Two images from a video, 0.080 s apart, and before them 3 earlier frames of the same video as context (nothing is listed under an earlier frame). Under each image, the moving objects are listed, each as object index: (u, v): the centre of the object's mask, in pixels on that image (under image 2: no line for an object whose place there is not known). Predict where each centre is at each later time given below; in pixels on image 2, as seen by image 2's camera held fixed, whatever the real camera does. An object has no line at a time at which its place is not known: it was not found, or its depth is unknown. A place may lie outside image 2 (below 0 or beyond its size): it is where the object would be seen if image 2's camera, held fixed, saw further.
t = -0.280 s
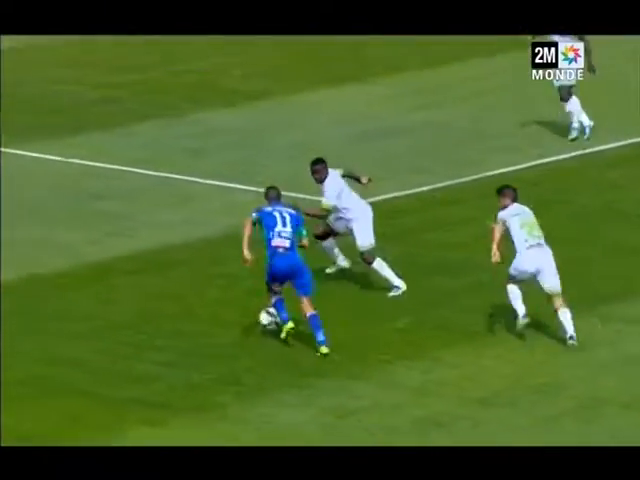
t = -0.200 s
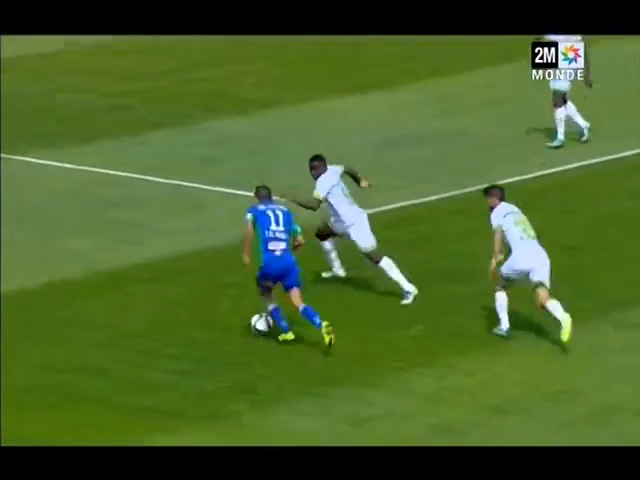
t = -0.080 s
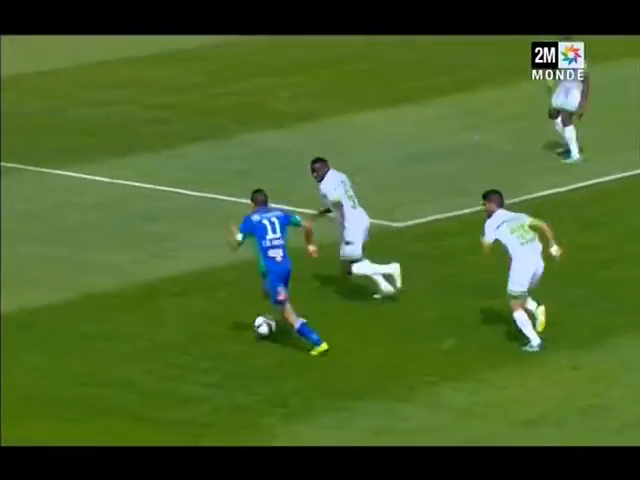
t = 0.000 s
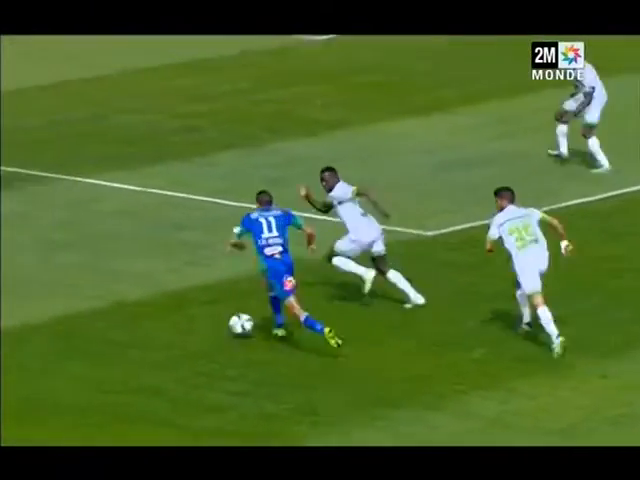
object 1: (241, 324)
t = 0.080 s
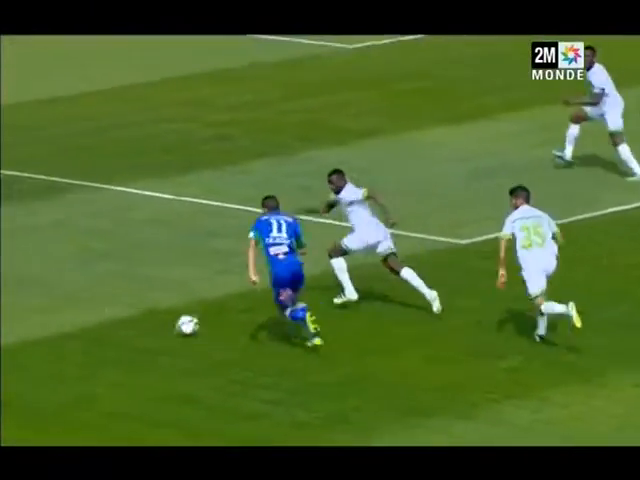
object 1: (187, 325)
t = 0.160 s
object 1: (112, 314)
